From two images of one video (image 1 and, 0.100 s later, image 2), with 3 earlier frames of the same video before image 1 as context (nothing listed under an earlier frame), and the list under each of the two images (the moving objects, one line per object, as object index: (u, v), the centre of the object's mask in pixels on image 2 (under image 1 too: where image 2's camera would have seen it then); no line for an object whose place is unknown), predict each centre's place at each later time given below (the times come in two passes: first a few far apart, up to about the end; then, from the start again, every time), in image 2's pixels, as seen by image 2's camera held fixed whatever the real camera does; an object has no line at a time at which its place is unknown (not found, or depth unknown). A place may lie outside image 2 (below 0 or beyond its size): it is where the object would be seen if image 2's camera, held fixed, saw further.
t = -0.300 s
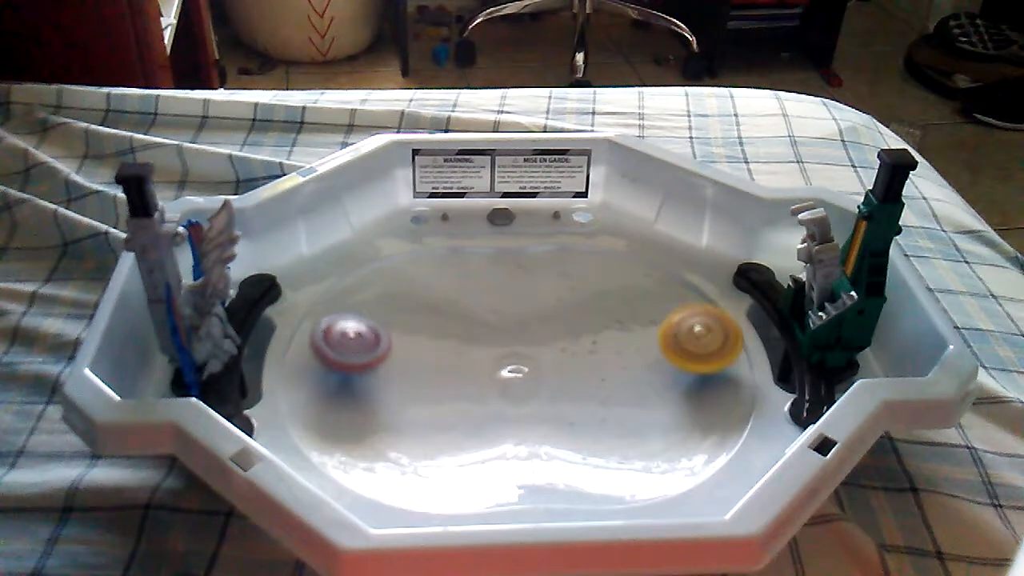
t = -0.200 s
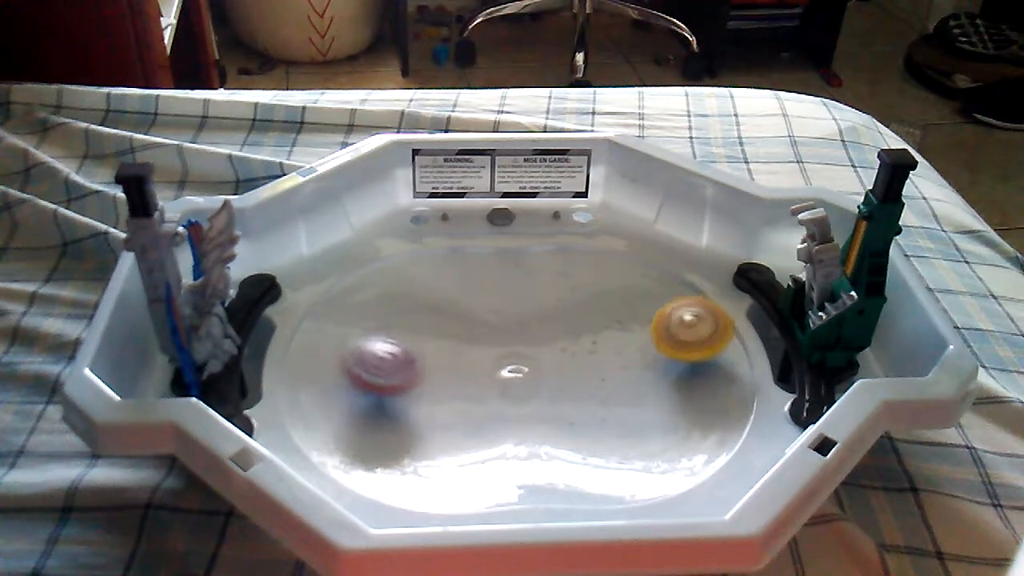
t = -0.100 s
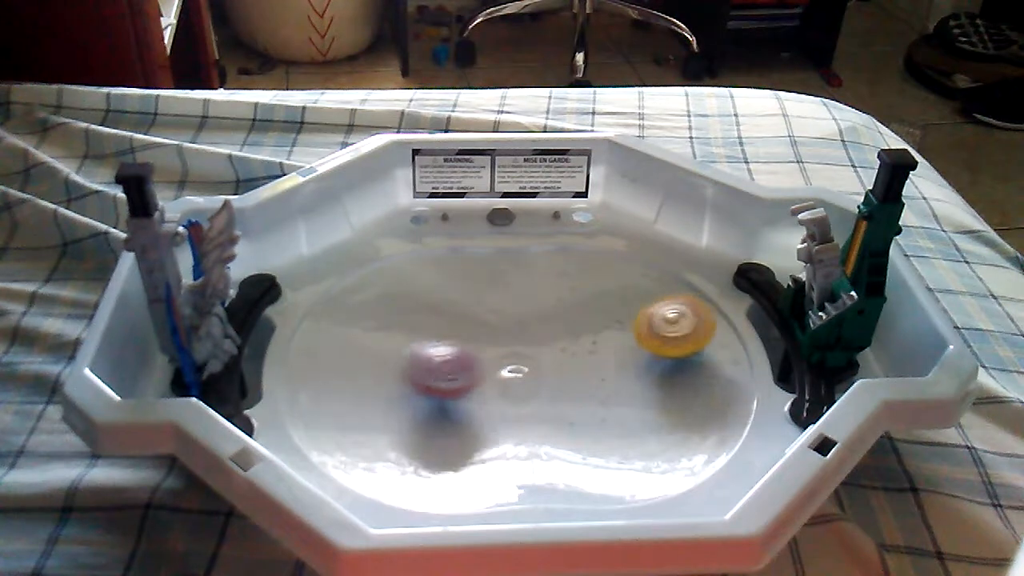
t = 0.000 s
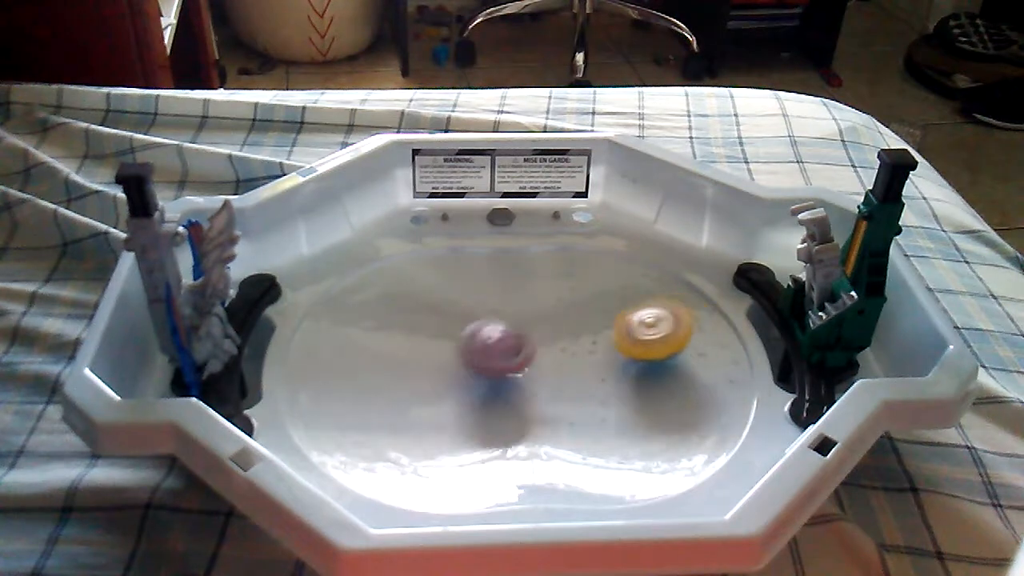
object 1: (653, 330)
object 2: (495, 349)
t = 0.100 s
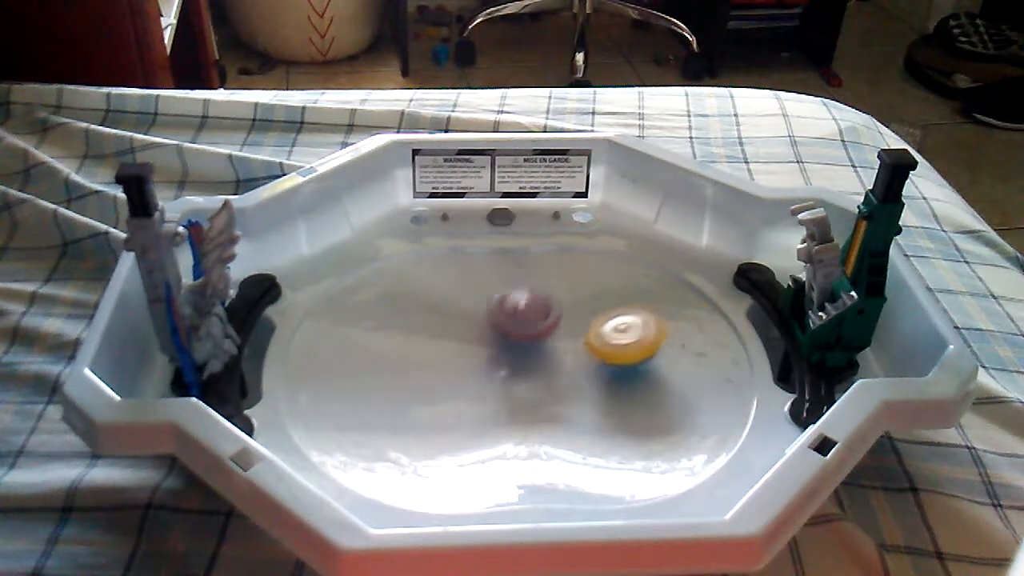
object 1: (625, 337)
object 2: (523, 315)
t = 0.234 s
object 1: (586, 348)
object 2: (503, 282)
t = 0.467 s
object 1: (499, 383)
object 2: (419, 313)
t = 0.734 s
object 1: (475, 432)
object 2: (422, 327)
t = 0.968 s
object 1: (464, 404)
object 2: (456, 337)
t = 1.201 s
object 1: (453, 374)
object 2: (494, 304)
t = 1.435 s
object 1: (457, 355)
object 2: (456, 289)
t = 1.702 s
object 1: (495, 374)
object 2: (459, 301)
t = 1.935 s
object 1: (527, 394)
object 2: (498, 332)
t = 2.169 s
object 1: (563, 437)
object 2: (560, 306)
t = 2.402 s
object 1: (572, 439)
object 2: (533, 313)
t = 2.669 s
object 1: (540, 431)
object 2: (577, 343)
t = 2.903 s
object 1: (503, 384)
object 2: (540, 286)
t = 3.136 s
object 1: (478, 350)
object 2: (449, 294)
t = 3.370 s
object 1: (489, 366)
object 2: (393, 318)
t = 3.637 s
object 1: (511, 387)
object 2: (405, 354)
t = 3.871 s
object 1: (517, 400)
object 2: (434, 351)
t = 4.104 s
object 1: (512, 392)
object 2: (400, 317)
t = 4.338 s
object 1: (503, 368)
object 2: (421, 334)
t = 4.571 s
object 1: (553, 414)
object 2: (492, 324)
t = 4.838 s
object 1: (579, 425)
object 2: (565, 310)
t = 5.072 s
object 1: (530, 413)
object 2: (578, 322)
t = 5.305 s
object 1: (481, 365)
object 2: (577, 367)
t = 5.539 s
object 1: (485, 324)
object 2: (598, 405)
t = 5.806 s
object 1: (510, 331)
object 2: (572, 394)
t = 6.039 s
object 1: (511, 338)
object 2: (519, 414)
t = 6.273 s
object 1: (493, 336)
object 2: (486, 404)
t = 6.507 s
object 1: (480, 330)
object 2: (413, 378)
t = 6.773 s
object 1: (475, 331)
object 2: (373, 368)
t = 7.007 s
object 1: (496, 336)
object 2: (387, 368)
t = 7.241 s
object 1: (503, 345)
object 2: (424, 376)
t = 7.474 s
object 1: (531, 333)
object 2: (444, 374)
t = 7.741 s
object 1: (554, 337)
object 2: (436, 367)
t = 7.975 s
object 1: (567, 358)
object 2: (382, 388)
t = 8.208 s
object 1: (518, 377)
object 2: (426, 397)
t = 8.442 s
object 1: (521, 386)
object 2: (404, 385)
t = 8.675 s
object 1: (515, 384)
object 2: (419, 372)
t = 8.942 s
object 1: (488, 402)
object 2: (460, 337)
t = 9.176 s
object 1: (491, 400)
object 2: (482, 310)
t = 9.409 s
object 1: (519, 397)
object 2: (491, 325)
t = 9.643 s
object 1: (501, 399)
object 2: (526, 335)
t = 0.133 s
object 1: (616, 339)
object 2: (525, 305)
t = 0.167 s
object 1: (607, 342)
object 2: (522, 297)
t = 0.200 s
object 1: (596, 345)
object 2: (514, 290)
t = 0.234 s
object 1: (586, 348)
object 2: (503, 282)
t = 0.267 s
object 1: (576, 351)
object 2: (490, 278)
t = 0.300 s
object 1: (564, 356)
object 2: (474, 272)
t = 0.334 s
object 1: (552, 361)
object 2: (458, 274)
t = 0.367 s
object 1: (538, 366)
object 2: (443, 277)
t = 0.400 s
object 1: (525, 371)
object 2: (429, 288)
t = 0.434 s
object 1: (512, 376)
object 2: (421, 299)
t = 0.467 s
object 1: (499, 383)
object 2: (419, 313)
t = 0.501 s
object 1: (488, 386)
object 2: (421, 327)
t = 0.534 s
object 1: (479, 391)
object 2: (429, 339)
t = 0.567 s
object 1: (482, 411)
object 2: (427, 337)
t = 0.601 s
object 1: (484, 420)
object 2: (425, 335)
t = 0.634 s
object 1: (484, 428)
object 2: (424, 331)
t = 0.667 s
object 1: (481, 432)
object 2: (422, 329)
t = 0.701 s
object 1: (478, 433)
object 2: (423, 327)
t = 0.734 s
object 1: (475, 432)
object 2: (422, 327)
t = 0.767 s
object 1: (473, 430)
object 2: (424, 327)
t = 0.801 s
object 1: (469, 427)
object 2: (426, 328)
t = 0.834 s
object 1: (468, 424)
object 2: (428, 330)
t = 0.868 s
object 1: (467, 420)
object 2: (434, 331)
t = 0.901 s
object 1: (466, 415)
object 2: (440, 332)
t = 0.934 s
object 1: (465, 410)
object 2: (447, 335)
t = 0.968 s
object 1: (464, 404)
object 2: (456, 337)
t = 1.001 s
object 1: (464, 398)
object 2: (466, 337)
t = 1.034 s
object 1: (461, 393)
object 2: (476, 334)
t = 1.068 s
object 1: (458, 390)
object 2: (485, 330)
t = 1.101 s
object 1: (455, 385)
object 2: (493, 323)
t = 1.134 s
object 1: (454, 381)
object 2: (497, 315)
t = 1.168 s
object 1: (453, 376)
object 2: (498, 308)
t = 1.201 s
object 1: (453, 374)
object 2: (494, 304)
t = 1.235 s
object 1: (454, 365)
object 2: (488, 300)
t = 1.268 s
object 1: (455, 360)
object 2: (480, 297)
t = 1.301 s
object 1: (457, 355)
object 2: (472, 296)
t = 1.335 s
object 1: (457, 354)
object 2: (468, 295)
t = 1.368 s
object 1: (455, 356)
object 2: (464, 291)
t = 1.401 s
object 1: (456, 356)
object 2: (459, 289)
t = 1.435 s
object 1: (457, 355)
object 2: (456, 289)
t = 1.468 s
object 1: (460, 354)
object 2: (453, 291)
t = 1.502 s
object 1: (464, 353)
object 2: (451, 293)
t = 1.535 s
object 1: (469, 354)
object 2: (451, 296)
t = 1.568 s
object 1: (475, 357)
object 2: (452, 299)
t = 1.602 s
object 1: (480, 362)
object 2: (455, 301)
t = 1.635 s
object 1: (488, 368)
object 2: (456, 300)
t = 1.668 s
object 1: (493, 371)
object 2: (457, 300)
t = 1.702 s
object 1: (495, 374)
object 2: (459, 301)
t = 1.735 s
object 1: (495, 377)
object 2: (461, 305)
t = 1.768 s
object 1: (497, 379)
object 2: (464, 308)
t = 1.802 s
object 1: (500, 382)
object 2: (468, 312)
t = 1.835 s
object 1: (507, 385)
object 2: (473, 317)
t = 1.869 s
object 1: (515, 387)
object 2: (480, 321)
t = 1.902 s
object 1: (522, 391)
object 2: (488, 326)
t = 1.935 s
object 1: (527, 394)
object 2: (498, 332)
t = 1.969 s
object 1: (531, 396)
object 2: (509, 337)
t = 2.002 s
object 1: (535, 404)
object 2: (522, 338)
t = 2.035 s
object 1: (541, 411)
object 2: (537, 332)
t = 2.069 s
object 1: (546, 419)
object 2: (548, 325)
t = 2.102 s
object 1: (553, 426)
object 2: (555, 317)
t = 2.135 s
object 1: (558, 432)
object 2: (558, 311)
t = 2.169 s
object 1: (563, 437)
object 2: (560, 306)
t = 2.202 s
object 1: (566, 439)
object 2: (558, 301)
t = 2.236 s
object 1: (569, 441)
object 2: (555, 298)
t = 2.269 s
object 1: (572, 442)
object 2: (552, 298)
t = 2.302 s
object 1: (573, 443)
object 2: (547, 298)
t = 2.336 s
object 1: (574, 442)
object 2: (542, 302)
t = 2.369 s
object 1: (573, 441)
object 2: (537, 306)
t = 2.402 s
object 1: (572, 439)
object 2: (533, 313)
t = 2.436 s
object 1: (571, 437)
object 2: (531, 322)
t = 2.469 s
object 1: (570, 434)
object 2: (532, 333)
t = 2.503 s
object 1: (568, 430)
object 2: (534, 341)
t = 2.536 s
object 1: (565, 428)
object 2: (539, 349)
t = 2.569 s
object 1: (562, 424)
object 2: (548, 359)
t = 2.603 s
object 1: (559, 425)
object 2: (561, 359)
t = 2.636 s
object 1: (551, 429)
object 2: (570, 352)
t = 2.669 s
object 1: (540, 431)
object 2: (577, 343)
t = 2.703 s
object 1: (531, 430)
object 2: (580, 332)
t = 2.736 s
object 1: (523, 427)
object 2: (581, 321)
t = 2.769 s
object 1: (517, 420)
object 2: (579, 311)
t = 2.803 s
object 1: (513, 413)
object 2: (574, 300)
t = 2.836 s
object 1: (510, 404)
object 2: (566, 294)
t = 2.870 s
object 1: (507, 393)
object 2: (555, 289)
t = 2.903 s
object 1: (503, 384)
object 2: (540, 286)
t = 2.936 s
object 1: (502, 376)
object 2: (526, 286)
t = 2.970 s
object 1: (499, 364)
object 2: (511, 291)
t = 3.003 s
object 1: (492, 355)
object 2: (497, 296)
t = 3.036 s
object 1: (486, 353)
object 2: (485, 294)
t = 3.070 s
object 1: (482, 353)
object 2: (473, 291)
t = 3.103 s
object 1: (479, 351)
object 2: (460, 292)
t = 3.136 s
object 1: (478, 350)
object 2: (449, 294)
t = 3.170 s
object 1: (477, 350)
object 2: (440, 298)
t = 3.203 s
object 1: (478, 351)
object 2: (433, 302)
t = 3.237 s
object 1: (479, 353)
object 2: (423, 305)
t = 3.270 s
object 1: (485, 361)
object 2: (415, 306)
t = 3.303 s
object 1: (489, 364)
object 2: (404, 308)
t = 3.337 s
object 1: (490, 366)
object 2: (397, 311)
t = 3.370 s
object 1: (489, 366)
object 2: (393, 318)
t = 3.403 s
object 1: (487, 367)
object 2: (392, 325)
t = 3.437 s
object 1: (487, 368)
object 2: (397, 334)
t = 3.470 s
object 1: (486, 369)
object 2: (405, 343)
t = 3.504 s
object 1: (493, 373)
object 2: (409, 346)
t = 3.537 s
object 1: (503, 380)
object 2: (407, 349)
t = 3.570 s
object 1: (507, 382)
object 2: (406, 351)
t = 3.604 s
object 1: (509, 384)
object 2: (405, 352)
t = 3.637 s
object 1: (511, 387)
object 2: (405, 354)
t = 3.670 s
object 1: (513, 389)
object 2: (408, 356)
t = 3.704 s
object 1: (512, 390)
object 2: (411, 357)
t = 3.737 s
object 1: (511, 391)
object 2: (415, 359)
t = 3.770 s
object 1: (510, 393)
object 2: (422, 361)
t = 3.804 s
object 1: (508, 393)
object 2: (431, 362)
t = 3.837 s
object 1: (512, 396)
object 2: (436, 358)
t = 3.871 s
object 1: (517, 400)
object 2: (434, 351)
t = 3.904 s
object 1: (519, 401)
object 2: (431, 343)
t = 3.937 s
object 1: (518, 402)
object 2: (425, 335)
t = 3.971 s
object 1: (517, 400)
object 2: (420, 330)
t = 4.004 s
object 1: (516, 399)
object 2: (414, 324)
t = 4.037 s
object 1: (514, 397)
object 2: (408, 319)
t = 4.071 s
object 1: (514, 395)
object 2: (404, 318)
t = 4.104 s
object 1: (512, 392)
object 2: (400, 317)
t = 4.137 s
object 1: (510, 390)
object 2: (399, 317)
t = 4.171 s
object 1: (508, 387)
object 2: (398, 319)
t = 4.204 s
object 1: (506, 382)
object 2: (399, 320)
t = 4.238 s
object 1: (506, 380)
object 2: (401, 321)
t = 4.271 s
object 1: (506, 377)
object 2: (405, 326)
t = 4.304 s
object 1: (505, 372)
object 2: (410, 329)
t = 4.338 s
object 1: (503, 368)
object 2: (421, 334)
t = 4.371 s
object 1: (500, 366)
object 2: (429, 337)
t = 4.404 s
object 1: (506, 370)
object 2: (436, 334)
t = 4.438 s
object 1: (515, 383)
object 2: (445, 331)
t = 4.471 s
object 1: (525, 395)
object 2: (456, 329)
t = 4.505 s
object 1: (535, 404)
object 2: (469, 327)
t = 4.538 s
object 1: (544, 409)
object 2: (482, 326)
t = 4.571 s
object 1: (553, 414)
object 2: (492, 324)
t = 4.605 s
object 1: (562, 419)
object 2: (504, 321)
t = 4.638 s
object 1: (569, 423)
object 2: (514, 318)
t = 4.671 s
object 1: (574, 425)
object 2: (524, 315)
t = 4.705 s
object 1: (578, 425)
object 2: (534, 313)
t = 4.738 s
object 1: (580, 427)
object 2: (543, 312)
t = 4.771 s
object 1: (581, 426)
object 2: (551, 311)
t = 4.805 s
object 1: (579, 426)
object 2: (559, 310)
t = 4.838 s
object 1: (579, 425)
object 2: (565, 310)
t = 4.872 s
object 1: (573, 425)
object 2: (570, 310)
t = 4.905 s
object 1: (569, 425)
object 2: (572, 310)
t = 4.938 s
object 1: (561, 425)
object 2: (574, 312)
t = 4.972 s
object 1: (556, 424)
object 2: (575, 314)
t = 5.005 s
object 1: (546, 421)
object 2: (576, 315)
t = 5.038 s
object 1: (540, 419)
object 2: (577, 319)
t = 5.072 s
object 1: (530, 413)
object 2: (578, 322)
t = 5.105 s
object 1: (523, 409)
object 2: (577, 325)
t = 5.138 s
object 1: (513, 401)
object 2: (577, 330)
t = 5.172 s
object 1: (506, 394)
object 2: (577, 337)
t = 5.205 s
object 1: (497, 387)
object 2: (577, 343)
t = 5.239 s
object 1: (492, 380)
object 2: (576, 351)
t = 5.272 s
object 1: (486, 372)
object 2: (576, 358)
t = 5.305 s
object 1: (481, 365)
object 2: (577, 367)
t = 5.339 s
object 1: (478, 356)
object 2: (578, 374)
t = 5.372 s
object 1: (476, 349)
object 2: (580, 381)
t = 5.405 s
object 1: (475, 342)
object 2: (583, 387)
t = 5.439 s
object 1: (477, 337)
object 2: (586, 393)
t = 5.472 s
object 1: (479, 331)
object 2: (589, 398)
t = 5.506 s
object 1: (482, 328)
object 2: (594, 402)
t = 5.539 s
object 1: (485, 324)
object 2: (598, 405)
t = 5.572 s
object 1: (489, 322)
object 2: (600, 407)
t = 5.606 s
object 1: (491, 321)
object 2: (601, 407)
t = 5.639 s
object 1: (496, 321)
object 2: (601, 407)
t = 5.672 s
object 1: (498, 321)
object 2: (598, 406)
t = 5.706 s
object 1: (502, 323)
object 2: (595, 404)
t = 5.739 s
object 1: (504, 325)
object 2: (590, 402)
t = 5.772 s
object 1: (508, 328)
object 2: (581, 398)
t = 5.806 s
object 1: (510, 331)
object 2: (572, 394)
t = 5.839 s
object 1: (513, 337)
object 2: (560, 391)
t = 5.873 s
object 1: (514, 339)
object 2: (546, 391)
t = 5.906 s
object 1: (513, 339)
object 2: (540, 394)
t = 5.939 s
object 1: (513, 334)
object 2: (533, 400)
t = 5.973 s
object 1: (514, 334)
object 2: (528, 405)
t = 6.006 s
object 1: (512, 337)
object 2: (523, 410)
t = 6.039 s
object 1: (511, 338)
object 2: (519, 414)
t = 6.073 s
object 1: (509, 338)
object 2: (516, 416)
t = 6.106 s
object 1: (510, 338)
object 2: (513, 418)
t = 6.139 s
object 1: (506, 338)
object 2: (509, 418)
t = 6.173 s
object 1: (505, 337)
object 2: (505, 416)
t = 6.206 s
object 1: (502, 337)
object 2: (500, 413)
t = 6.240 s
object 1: (498, 335)
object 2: (494, 409)
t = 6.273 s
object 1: (493, 336)
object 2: (486, 404)
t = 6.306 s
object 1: (490, 334)
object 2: (476, 400)
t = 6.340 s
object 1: (488, 337)
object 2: (466, 397)
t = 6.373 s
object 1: (486, 335)
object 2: (455, 391)
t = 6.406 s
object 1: (486, 330)
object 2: (444, 388)
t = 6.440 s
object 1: (483, 332)
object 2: (434, 385)
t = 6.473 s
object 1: (481, 330)
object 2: (423, 381)
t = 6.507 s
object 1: (480, 330)
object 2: (413, 378)
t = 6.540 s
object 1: (480, 328)
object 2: (402, 375)
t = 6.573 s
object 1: (478, 328)
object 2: (393, 373)
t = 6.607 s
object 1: (477, 328)
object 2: (385, 372)
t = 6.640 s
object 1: (477, 328)
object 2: (379, 370)
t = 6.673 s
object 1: (476, 329)
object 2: (375, 368)
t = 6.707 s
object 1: (475, 330)
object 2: (373, 368)
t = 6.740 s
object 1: (475, 331)
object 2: (373, 368)
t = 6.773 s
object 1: (475, 331)
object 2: (373, 368)
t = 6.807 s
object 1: (473, 332)
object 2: (377, 367)
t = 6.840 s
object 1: (474, 333)
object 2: (381, 367)
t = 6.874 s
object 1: (472, 335)
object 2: (388, 367)
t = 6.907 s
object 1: (472, 337)
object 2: (397, 364)
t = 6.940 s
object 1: (478, 335)
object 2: (395, 364)
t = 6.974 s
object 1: (487, 334)
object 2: (390, 365)
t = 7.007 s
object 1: (496, 336)
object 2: (387, 368)
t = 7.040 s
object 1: (498, 337)
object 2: (388, 369)
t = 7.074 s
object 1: (500, 339)
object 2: (389, 371)
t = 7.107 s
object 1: (500, 342)
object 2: (393, 374)
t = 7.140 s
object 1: (499, 342)
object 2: (398, 375)
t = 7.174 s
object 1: (500, 344)
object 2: (405, 376)
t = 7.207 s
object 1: (501, 343)
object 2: (415, 377)
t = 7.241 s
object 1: (503, 345)
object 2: (424, 376)
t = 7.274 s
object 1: (505, 344)
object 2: (436, 374)
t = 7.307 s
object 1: (512, 344)
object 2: (439, 373)
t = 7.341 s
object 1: (521, 339)
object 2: (439, 374)
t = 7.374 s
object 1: (529, 339)
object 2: (439, 374)
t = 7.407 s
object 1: (534, 333)
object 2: (439, 374)
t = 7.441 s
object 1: (533, 334)
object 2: (441, 374)
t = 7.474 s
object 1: (531, 333)
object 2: (444, 374)
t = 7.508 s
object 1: (530, 331)
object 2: (447, 373)
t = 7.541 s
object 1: (527, 332)
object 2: (453, 371)
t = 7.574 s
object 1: (527, 331)
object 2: (458, 369)
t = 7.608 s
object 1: (526, 332)
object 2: (462, 367)
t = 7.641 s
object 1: (527, 332)
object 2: (464, 365)
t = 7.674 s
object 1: (531, 334)
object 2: (463, 365)
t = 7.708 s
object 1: (546, 336)
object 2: (448, 366)
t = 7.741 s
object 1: (554, 337)
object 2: (436, 367)
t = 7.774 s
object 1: (564, 339)
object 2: (427, 369)
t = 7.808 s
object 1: (568, 341)
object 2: (417, 372)
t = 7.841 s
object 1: (570, 343)
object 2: (408, 375)
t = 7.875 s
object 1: (572, 346)
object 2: (401, 376)
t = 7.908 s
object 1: (570, 349)
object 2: (393, 380)
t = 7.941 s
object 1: (569, 353)
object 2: (387, 384)
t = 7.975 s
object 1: (567, 358)
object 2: (382, 388)
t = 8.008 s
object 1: (562, 361)
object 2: (381, 392)
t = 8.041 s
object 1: (557, 365)
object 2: (384, 396)
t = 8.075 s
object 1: (551, 368)
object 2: (390, 399)
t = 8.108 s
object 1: (543, 370)
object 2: (397, 400)
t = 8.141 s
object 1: (535, 370)
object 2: (407, 400)
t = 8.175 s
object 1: (528, 371)
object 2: (417, 399)
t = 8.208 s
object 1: (518, 377)
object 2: (426, 397)
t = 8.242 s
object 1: (510, 378)
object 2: (435, 393)
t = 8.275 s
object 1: (512, 376)
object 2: (433, 391)
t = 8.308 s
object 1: (518, 379)
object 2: (425, 390)
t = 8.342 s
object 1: (522, 380)
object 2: (419, 389)
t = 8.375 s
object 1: (524, 379)
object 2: (413, 387)
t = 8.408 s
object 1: (523, 383)
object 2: (408, 386)
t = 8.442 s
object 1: (521, 386)
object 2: (404, 385)
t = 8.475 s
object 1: (521, 390)
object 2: (402, 384)
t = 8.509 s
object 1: (519, 392)
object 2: (403, 382)
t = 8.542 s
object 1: (518, 390)
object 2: (403, 381)
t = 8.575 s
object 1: (517, 390)
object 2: (406, 380)
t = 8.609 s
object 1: (518, 388)
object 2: (409, 377)
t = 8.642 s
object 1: (516, 385)
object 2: (413, 375)
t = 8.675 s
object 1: (515, 384)
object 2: (419, 372)
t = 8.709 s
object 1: (513, 383)
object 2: (424, 368)
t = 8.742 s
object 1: (508, 384)
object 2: (431, 363)
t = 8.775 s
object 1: (503, 386)
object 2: (437, 360)
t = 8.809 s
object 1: (499, 391)
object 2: (441, 355)
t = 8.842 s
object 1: (495, 394)
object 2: (446, 350)
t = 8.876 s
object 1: (492, 398)
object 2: (451, 346)
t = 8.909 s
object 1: (489, 400)
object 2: (456, 341)
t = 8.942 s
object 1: (488, 402)
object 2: (460, 337)
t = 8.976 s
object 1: (487, 404)
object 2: (464, 332)
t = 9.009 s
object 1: (487, 405)
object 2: (468, 327)
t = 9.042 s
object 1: (487, 405)
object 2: (473, 322)
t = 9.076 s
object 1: (487, 404)
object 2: (475, 319)
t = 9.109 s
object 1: (488, 403)
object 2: (478, 315)
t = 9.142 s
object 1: (489, 401)
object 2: (481, 312)
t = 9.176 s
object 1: (491, 400)
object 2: (482, 310)
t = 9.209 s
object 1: (496, 399)
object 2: (484, 309)
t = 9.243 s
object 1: (499, 397)
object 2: (484, 308)
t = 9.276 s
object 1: (504, 395)
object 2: (485, 310)
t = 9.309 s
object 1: (510, 395)
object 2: (486, 312)
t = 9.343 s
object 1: (513, 396)
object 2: (487, 316)
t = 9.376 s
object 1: (517, 396)
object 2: (489, 320)
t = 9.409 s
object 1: (519, 397)
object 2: (491, 325)
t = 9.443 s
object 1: (519, 397)
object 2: (494, 330)
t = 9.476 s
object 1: (518, 397)
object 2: (496, 336)
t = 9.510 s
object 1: (515, 397)
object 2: (499, 340)
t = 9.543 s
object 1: (512, 398)
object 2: (506, 339)
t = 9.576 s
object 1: (505, 398)
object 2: (511, 338)
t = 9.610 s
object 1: (501, 398)
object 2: (521, 335)
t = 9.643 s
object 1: (501, 399)
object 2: (526, 335)
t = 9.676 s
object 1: (501, 401)
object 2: (527, 335)
